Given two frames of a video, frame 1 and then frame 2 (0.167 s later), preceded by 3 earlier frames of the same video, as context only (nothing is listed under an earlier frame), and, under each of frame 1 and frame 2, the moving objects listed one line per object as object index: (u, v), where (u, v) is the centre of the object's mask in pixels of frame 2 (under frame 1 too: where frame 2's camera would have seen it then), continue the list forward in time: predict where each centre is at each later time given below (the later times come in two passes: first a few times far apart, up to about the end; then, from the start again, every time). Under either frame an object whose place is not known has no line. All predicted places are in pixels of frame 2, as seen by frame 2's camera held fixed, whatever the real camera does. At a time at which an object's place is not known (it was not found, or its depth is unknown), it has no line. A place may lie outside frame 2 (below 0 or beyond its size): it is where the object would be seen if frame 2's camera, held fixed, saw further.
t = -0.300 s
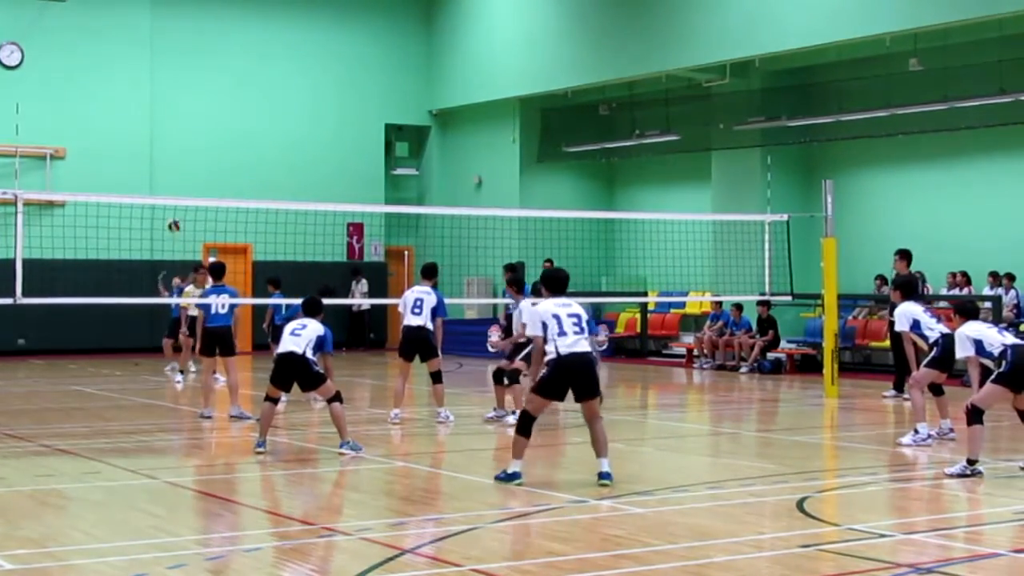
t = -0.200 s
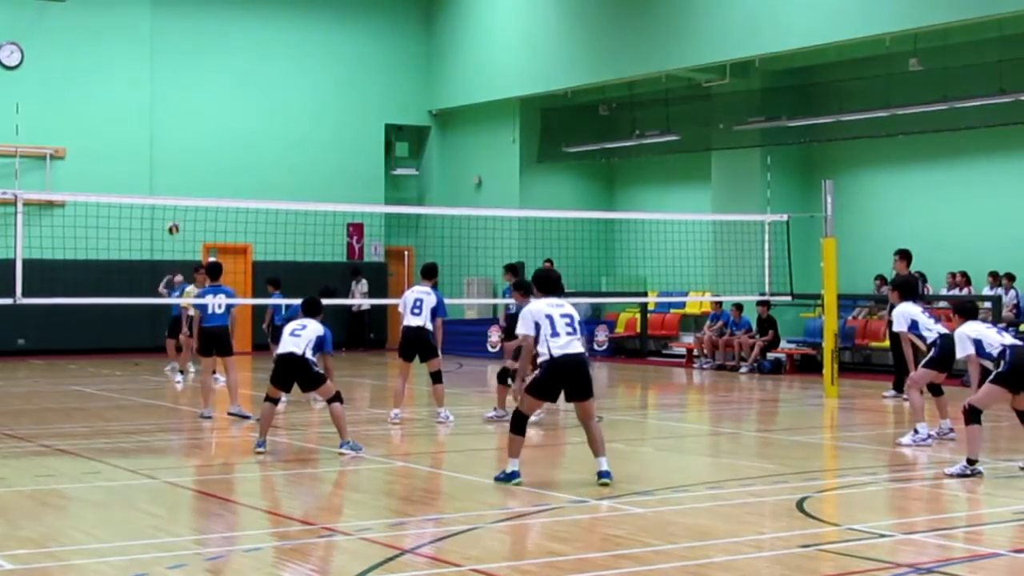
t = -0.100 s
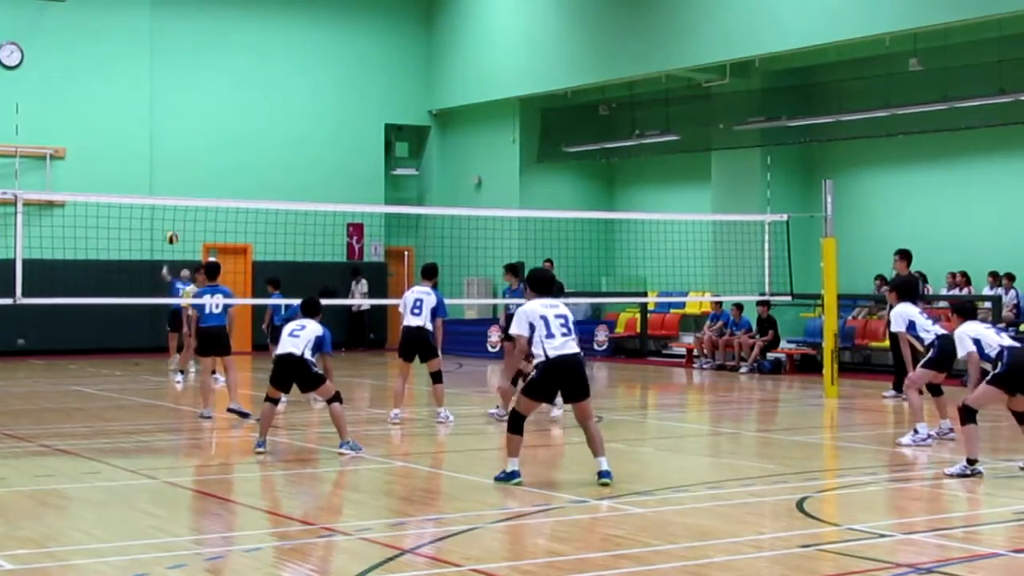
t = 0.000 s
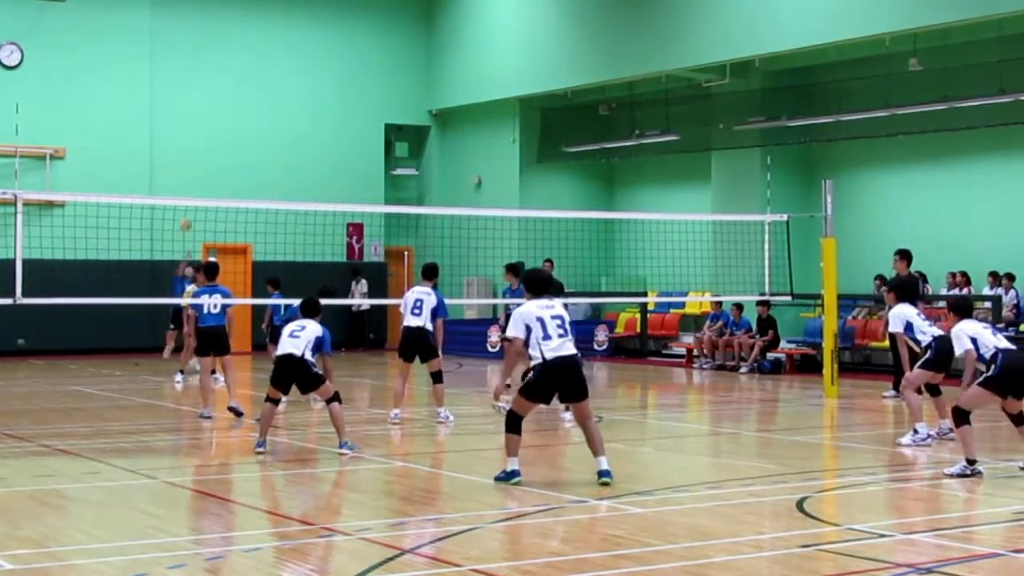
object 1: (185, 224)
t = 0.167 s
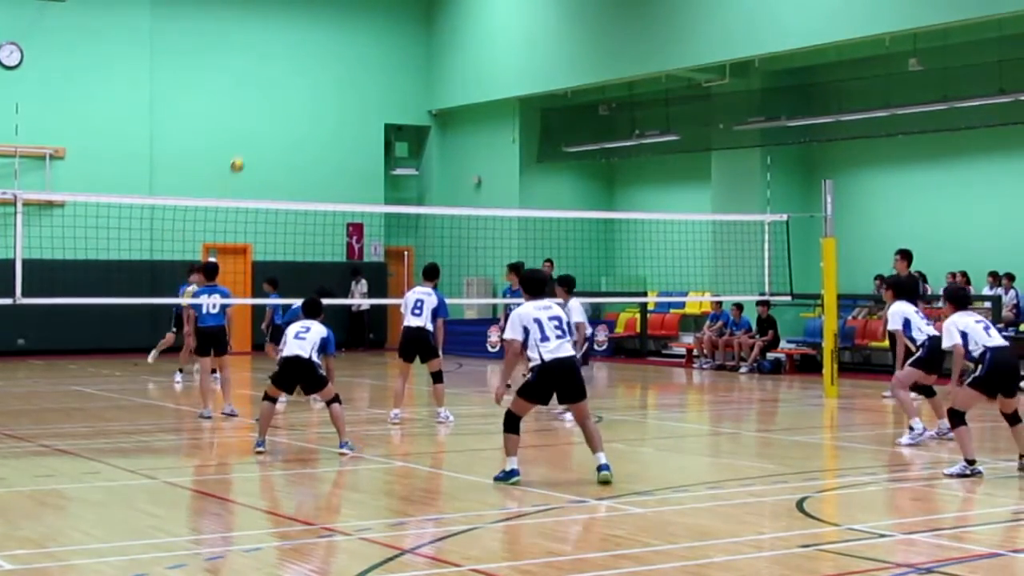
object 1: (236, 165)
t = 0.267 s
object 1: (270, 136)
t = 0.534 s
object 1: (375, 82)
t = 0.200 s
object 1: (247, 155)
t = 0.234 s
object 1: (258, 145)
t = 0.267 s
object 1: (270, 136)
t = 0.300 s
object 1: (281, 128)
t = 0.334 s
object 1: (293, 119)
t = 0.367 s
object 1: (306, 111)
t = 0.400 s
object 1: (319, 104)
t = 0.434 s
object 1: (332, 97)
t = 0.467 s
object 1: (347, 91)
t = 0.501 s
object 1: (360, 86)
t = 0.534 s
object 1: (375, 82)
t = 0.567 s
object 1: (391, 79)
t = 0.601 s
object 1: (406, 76)
